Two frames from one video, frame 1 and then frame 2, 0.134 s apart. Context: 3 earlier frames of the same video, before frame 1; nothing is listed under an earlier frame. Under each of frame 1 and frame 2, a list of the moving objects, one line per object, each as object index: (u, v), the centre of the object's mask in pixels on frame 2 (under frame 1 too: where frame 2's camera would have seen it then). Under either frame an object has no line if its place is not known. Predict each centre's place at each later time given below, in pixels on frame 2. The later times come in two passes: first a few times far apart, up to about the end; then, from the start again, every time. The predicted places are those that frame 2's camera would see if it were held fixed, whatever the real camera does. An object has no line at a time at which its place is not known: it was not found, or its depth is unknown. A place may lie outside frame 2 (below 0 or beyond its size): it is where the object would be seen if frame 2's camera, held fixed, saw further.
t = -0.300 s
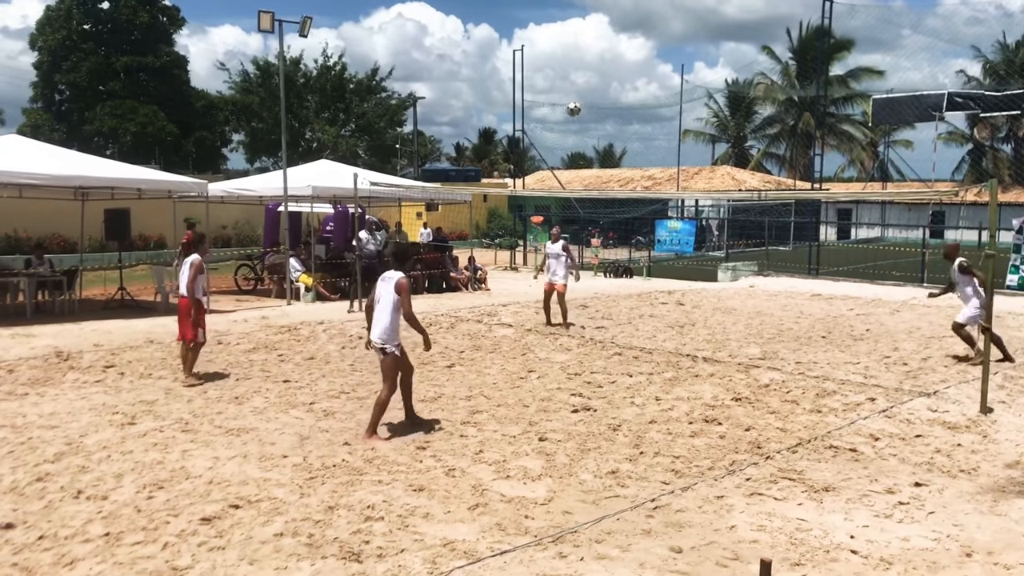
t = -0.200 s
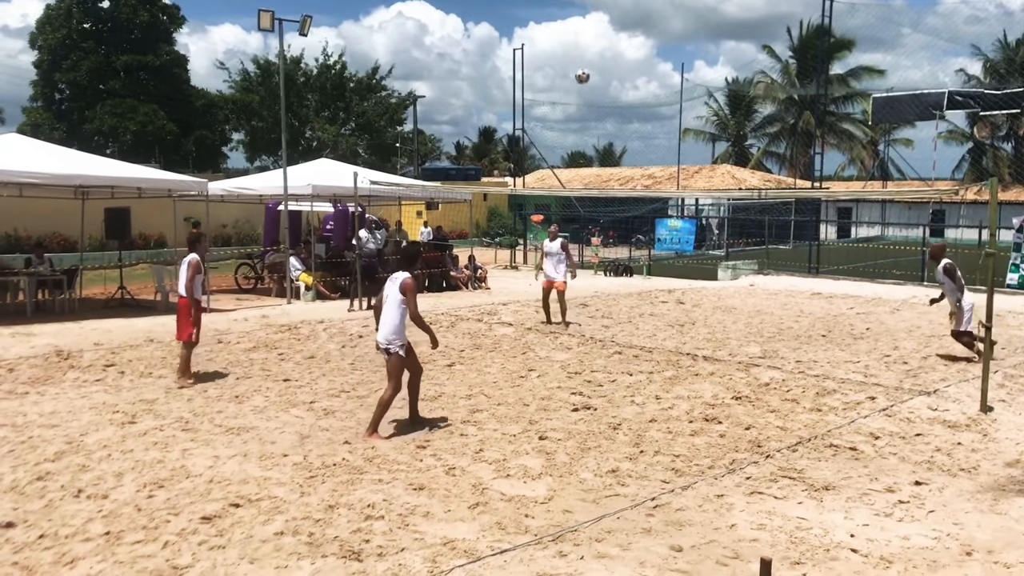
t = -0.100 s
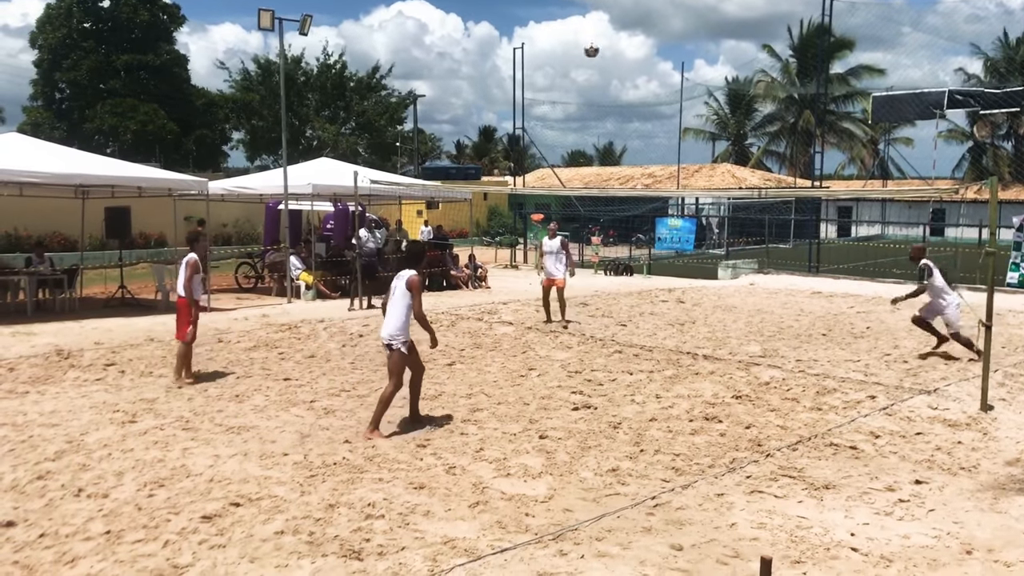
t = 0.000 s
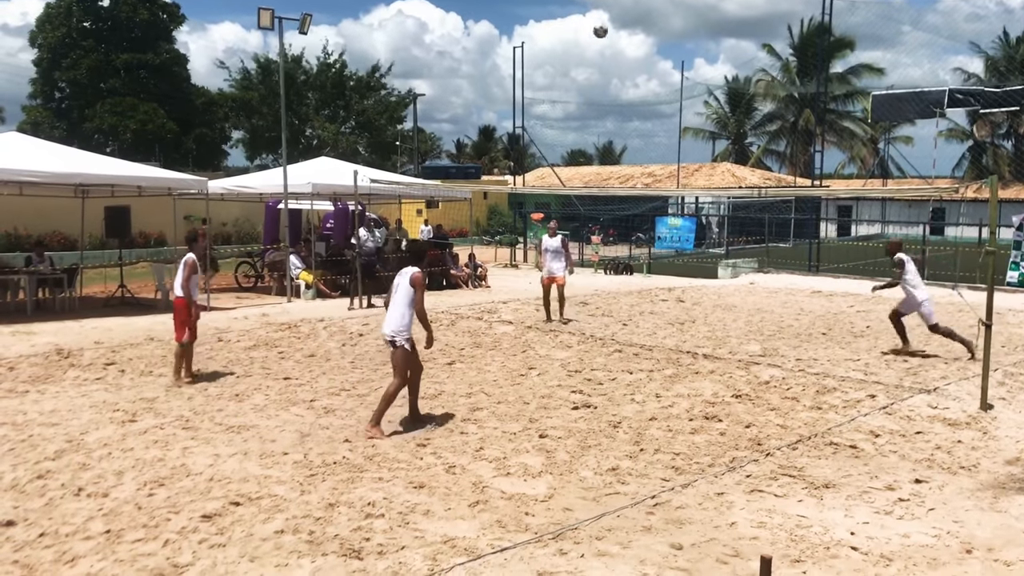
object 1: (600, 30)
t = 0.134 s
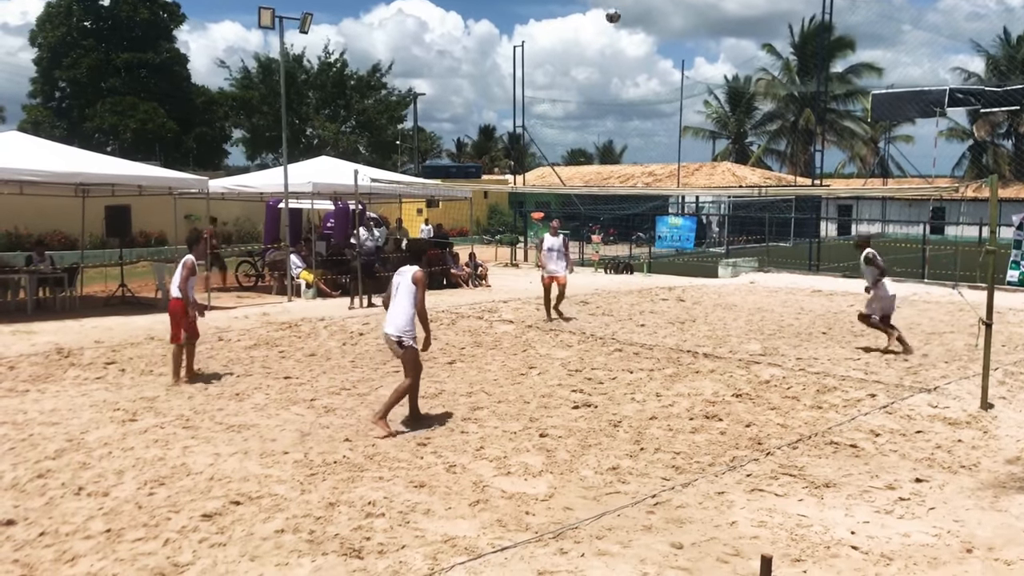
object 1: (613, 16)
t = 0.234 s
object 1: (622, 13)
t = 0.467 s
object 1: (644, 35)
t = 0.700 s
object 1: (665, 95)
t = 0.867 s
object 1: (680, 160)
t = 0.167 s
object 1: (616, 13)
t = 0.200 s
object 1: (619, 13)
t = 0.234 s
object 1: (622, 13)
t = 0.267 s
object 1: (625, 14)
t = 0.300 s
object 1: (628, 15)
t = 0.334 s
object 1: (631, 17)
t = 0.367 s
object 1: (634, 20)
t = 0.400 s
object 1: (637, 24)
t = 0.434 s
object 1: (640, 29)
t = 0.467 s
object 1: (644, 35)
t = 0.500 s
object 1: (646, 41)
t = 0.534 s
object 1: (650, 48)
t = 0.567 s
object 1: (653, 57)
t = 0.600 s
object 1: (655, 64)
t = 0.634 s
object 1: (658, 74)
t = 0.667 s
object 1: (661, 85)
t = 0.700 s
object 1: (665, 95)
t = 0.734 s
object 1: (668, 106)
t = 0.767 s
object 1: (671, 119)
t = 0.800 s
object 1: (674, 132)
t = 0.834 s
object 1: (677, 146)
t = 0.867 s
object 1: (680, 160)
